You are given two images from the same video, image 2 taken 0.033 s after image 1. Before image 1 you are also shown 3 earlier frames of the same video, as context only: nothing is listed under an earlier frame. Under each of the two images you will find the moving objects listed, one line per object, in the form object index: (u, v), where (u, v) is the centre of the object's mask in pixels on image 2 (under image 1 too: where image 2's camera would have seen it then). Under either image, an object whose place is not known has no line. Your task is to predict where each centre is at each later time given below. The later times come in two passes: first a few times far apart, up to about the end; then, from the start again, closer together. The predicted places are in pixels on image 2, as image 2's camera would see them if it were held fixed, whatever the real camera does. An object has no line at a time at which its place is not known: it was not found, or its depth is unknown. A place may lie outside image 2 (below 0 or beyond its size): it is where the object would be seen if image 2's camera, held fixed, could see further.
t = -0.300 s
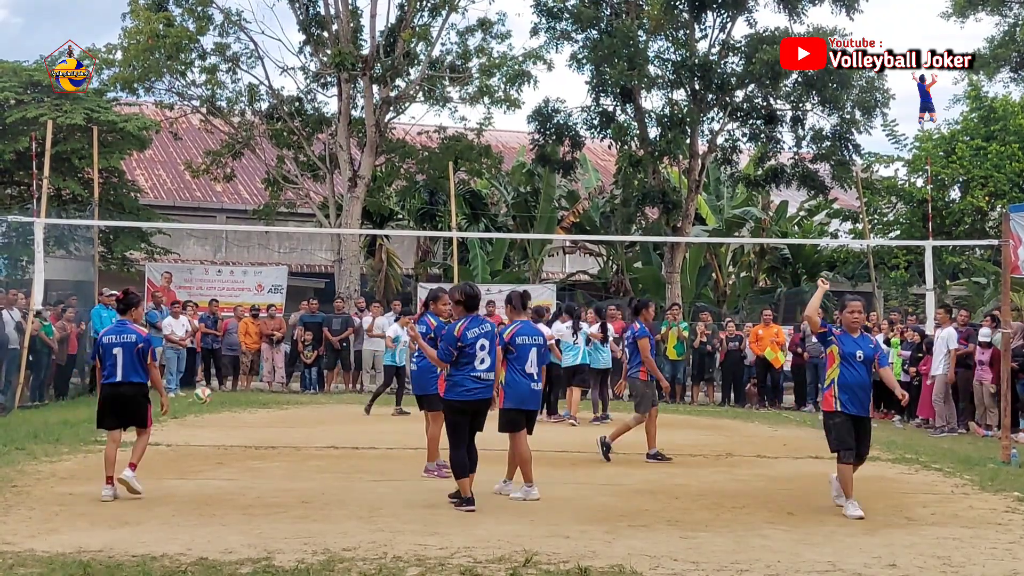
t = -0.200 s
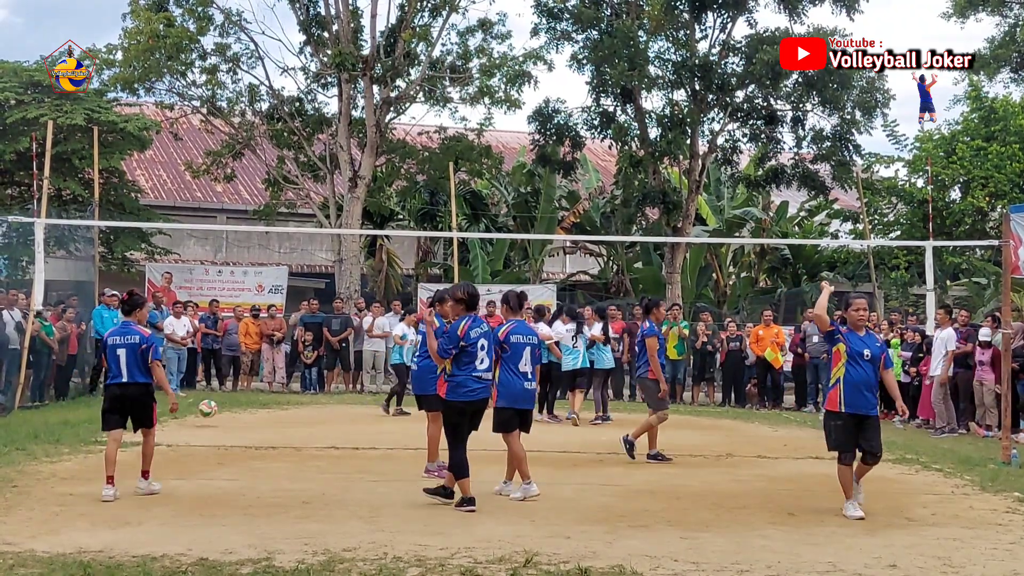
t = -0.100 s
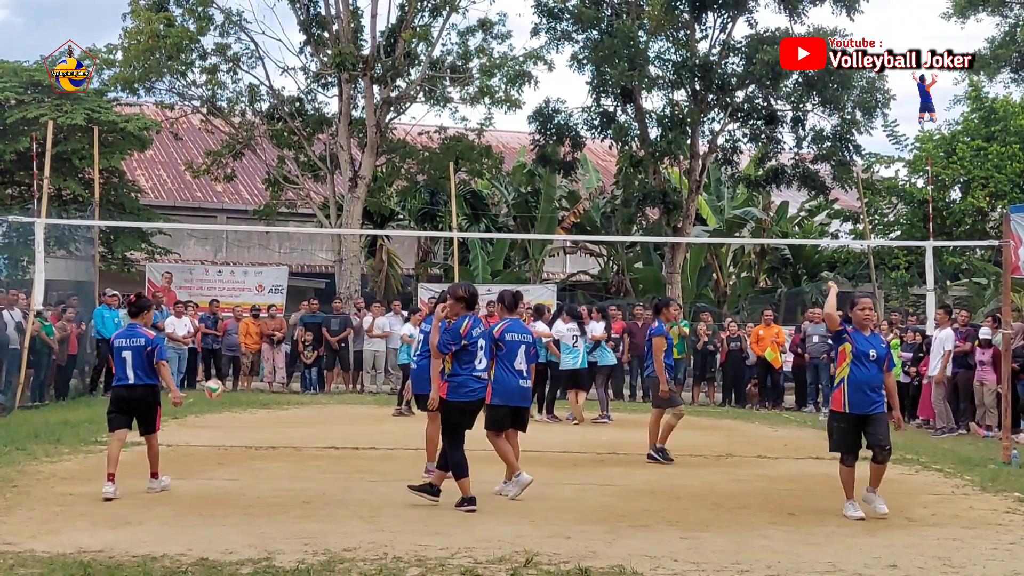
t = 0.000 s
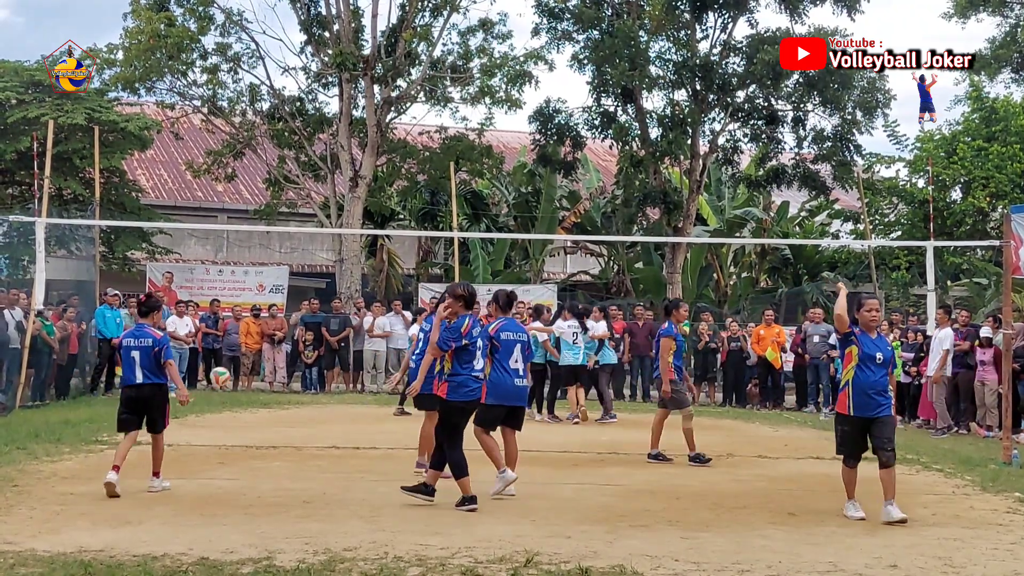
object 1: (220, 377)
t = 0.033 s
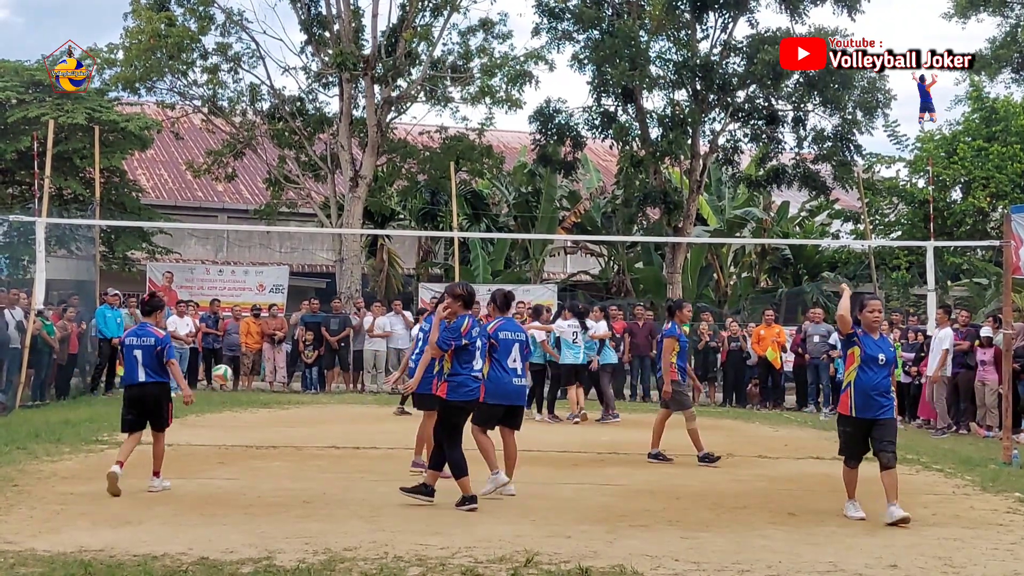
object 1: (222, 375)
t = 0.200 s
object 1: (230, 381)
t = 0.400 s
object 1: (240, 429)
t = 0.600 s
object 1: (256, 410)
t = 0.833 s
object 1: (275, 411)
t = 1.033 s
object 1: (293, 470)
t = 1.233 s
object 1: (298, 466)
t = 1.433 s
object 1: (300, 508)
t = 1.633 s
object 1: (304, 496)
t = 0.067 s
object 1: (223, 373)
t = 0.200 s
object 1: (230, 381)
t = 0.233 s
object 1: (232, 385)
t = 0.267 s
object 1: (234, 390)
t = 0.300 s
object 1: (236, 398)
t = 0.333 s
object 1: (237, 407)
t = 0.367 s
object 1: (239, 417)
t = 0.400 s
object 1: (240, 429)
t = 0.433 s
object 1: (242, 442)
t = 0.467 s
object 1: (244, 438)
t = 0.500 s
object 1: (247, 429)
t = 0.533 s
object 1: (250, 421)
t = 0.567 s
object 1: (253, 415)
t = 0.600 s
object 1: (256, 410)
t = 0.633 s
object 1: (258, 406)
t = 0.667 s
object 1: (261, 404)
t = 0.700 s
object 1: (264, 402)
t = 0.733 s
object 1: (268, 402)
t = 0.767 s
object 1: (270, 404)
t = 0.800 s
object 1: (273, 407)
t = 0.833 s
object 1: (275, 411)
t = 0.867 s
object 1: (278, 416)
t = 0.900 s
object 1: (282, 424)
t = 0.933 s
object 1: (285, 432)
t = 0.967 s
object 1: (288, 443)
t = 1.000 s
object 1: (290, 455)
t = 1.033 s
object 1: (293, 470)
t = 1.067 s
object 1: (295, 475)
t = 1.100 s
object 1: (296, 470)
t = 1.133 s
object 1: (297, 466)
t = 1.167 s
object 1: (297, 464)
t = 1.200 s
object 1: (297, 464)
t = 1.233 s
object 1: (298, 466)
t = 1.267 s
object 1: (298, 469)
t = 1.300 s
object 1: (299, 473)
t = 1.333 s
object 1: (299, 480)
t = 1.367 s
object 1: (299, 489)
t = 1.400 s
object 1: (299, 499)
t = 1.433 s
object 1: (300, 508)
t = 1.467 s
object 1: (300, 501)
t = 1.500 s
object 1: (301, 496)
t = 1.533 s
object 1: (302, 493)
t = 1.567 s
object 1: (303, 492)
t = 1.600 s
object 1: (304, 493)
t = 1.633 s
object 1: (304, 496)
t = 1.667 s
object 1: (305, 501)
